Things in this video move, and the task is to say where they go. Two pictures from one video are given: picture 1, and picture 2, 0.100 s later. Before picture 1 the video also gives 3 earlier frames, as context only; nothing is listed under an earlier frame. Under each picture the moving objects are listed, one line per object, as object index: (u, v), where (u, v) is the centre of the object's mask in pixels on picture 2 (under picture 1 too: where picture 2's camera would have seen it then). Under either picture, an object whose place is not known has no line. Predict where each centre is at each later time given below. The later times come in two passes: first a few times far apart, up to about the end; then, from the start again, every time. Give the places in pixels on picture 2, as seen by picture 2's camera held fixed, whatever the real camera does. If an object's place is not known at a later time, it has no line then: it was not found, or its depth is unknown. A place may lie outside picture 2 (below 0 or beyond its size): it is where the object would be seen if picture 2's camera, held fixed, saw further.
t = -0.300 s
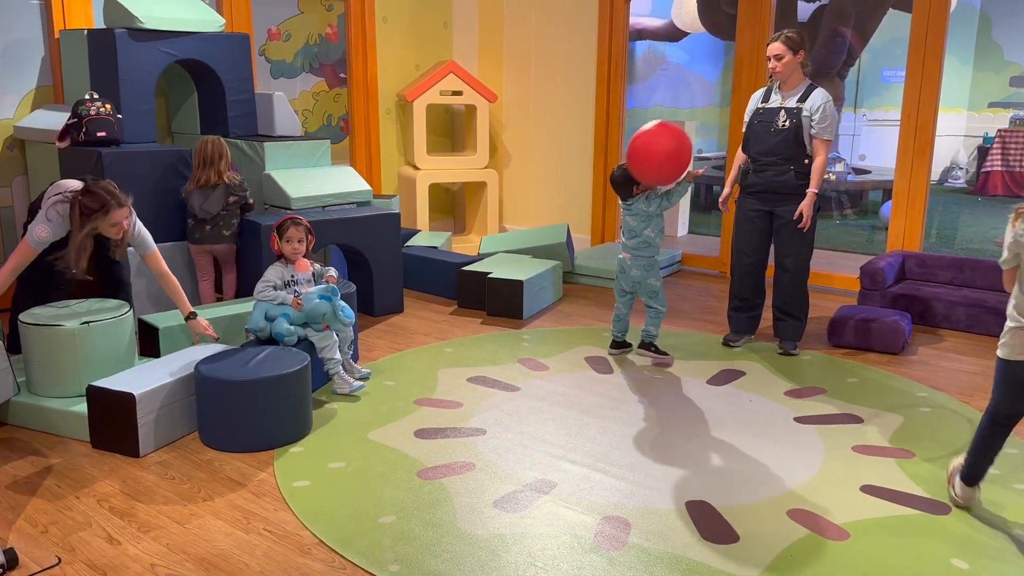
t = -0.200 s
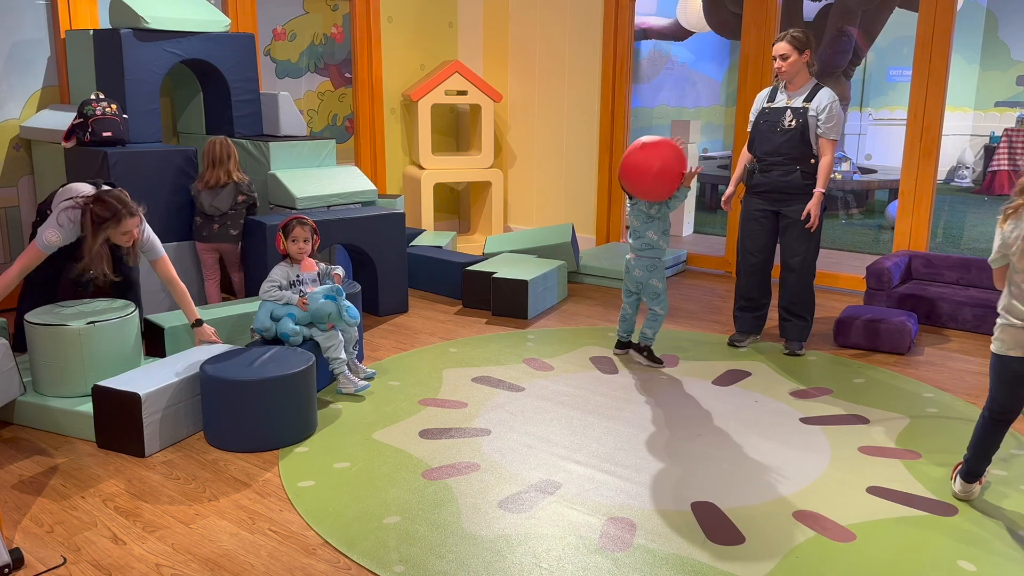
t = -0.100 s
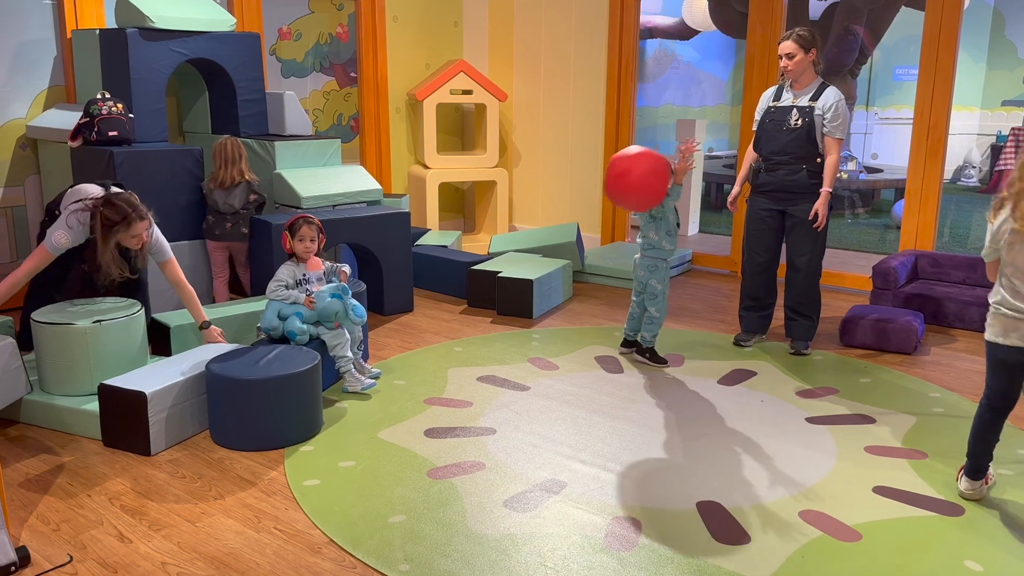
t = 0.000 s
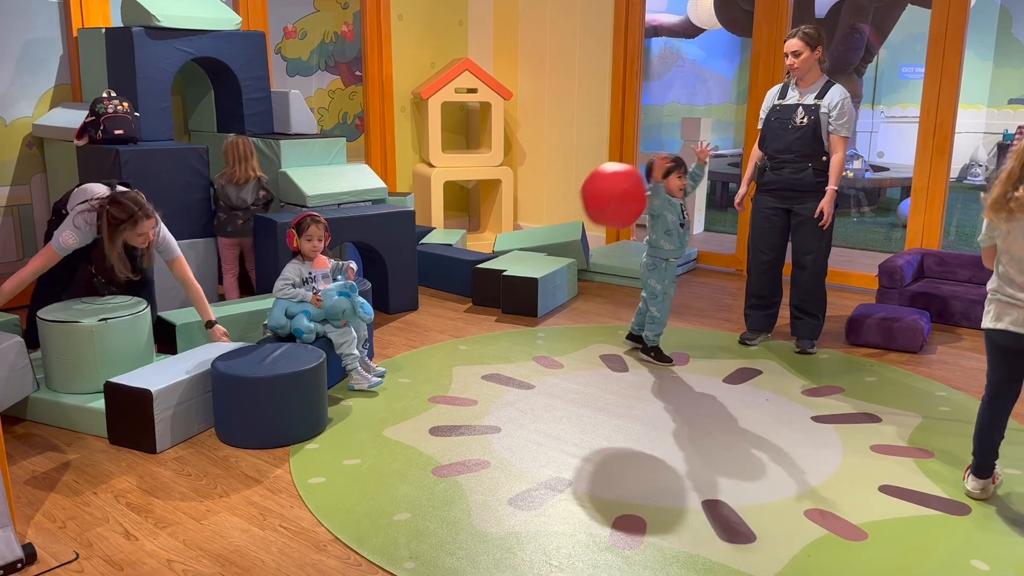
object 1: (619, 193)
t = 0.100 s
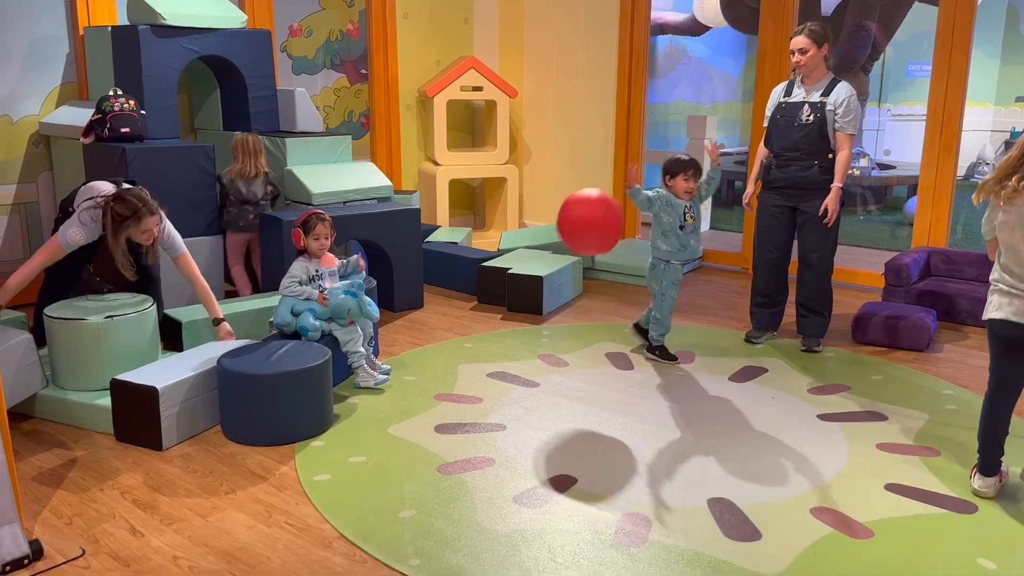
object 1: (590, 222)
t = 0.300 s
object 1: (537, 309)
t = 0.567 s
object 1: (487, 293)
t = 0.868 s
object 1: (438, 269)
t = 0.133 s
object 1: (580, 234)
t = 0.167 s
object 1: (571, 247)
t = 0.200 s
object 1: (562, 261)
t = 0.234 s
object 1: (553, 276)
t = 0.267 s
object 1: (544, 292)
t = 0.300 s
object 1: (537, 309)
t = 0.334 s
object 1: (529, 326)
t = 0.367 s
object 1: (522, 343)
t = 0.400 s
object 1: (516, 346)
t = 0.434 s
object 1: (510, 334)
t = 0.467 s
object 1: (504, 322)
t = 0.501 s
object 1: (498, 311)
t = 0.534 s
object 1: (492, 302)
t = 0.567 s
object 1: (487, 293)
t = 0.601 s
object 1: (481, 286)
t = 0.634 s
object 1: (476, 280)
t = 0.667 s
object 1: (470, 275)
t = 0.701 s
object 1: (465, 271)
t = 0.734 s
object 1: (459, 268)
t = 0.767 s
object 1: (454, 266)
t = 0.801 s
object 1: (449, 266)
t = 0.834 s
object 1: (443, 267)
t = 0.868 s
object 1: (438, 269)
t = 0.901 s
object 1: (432, 272)
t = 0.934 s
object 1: (427, 277)
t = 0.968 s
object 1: (422, 283)
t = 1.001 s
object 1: (417, 289)
